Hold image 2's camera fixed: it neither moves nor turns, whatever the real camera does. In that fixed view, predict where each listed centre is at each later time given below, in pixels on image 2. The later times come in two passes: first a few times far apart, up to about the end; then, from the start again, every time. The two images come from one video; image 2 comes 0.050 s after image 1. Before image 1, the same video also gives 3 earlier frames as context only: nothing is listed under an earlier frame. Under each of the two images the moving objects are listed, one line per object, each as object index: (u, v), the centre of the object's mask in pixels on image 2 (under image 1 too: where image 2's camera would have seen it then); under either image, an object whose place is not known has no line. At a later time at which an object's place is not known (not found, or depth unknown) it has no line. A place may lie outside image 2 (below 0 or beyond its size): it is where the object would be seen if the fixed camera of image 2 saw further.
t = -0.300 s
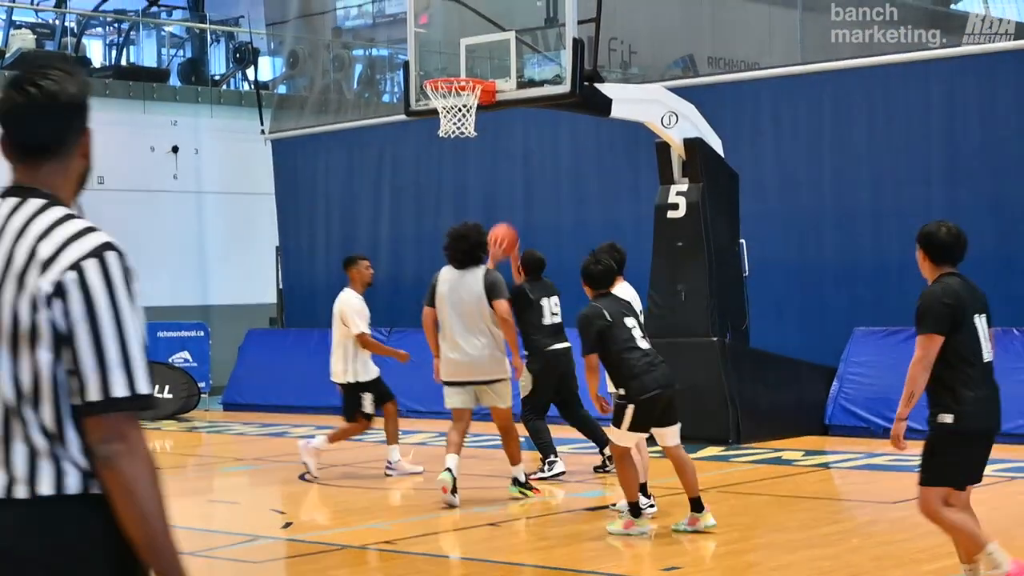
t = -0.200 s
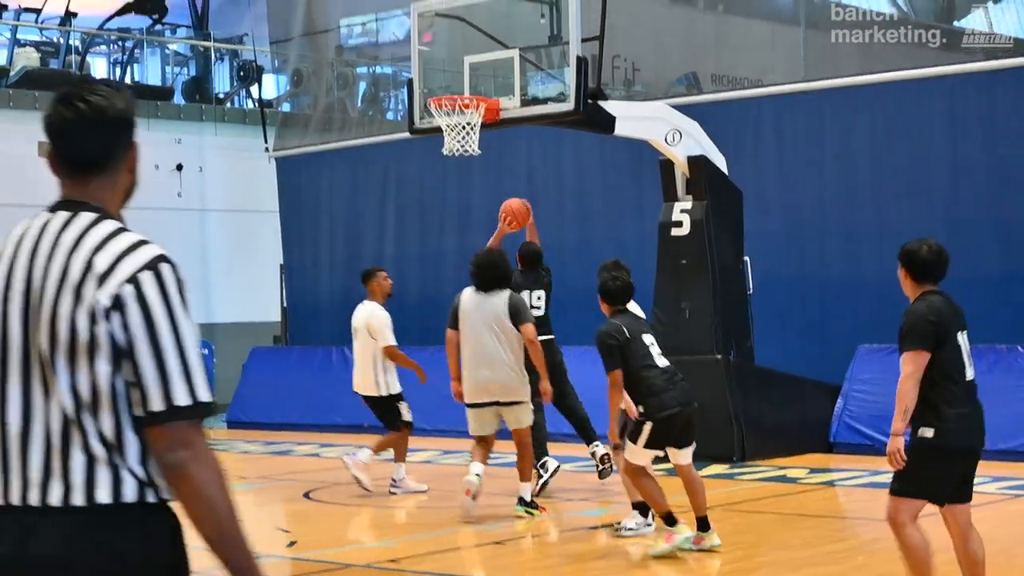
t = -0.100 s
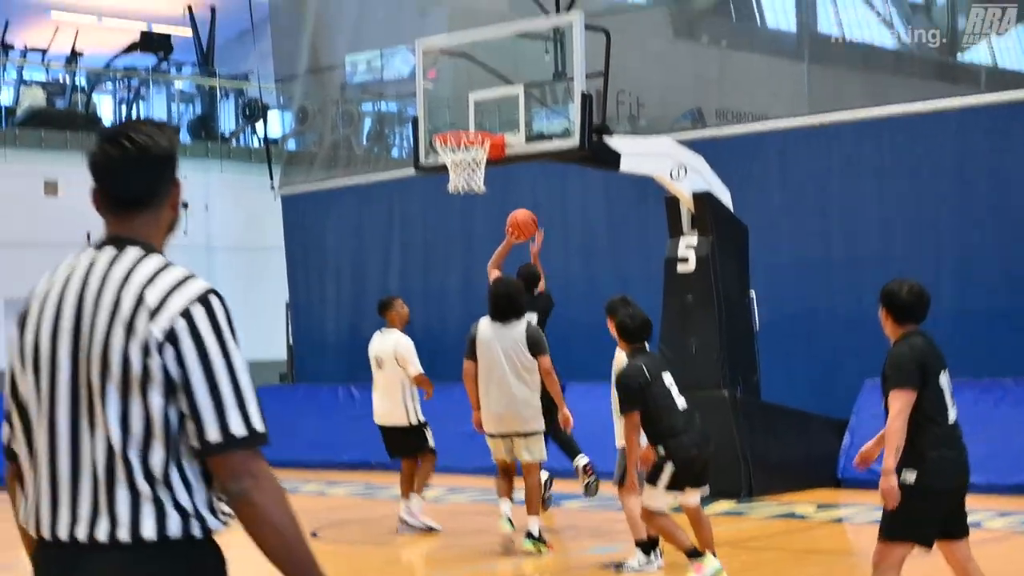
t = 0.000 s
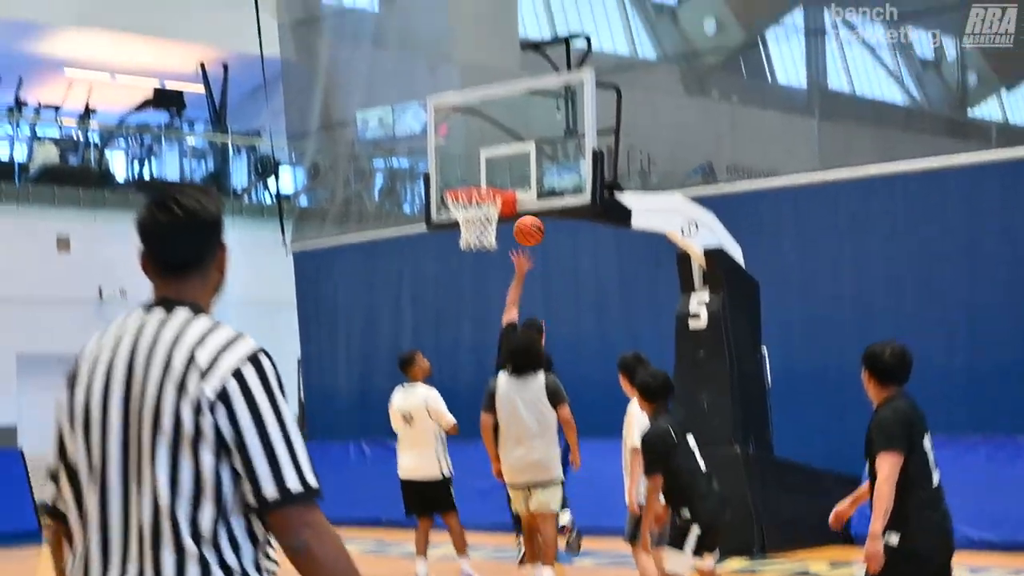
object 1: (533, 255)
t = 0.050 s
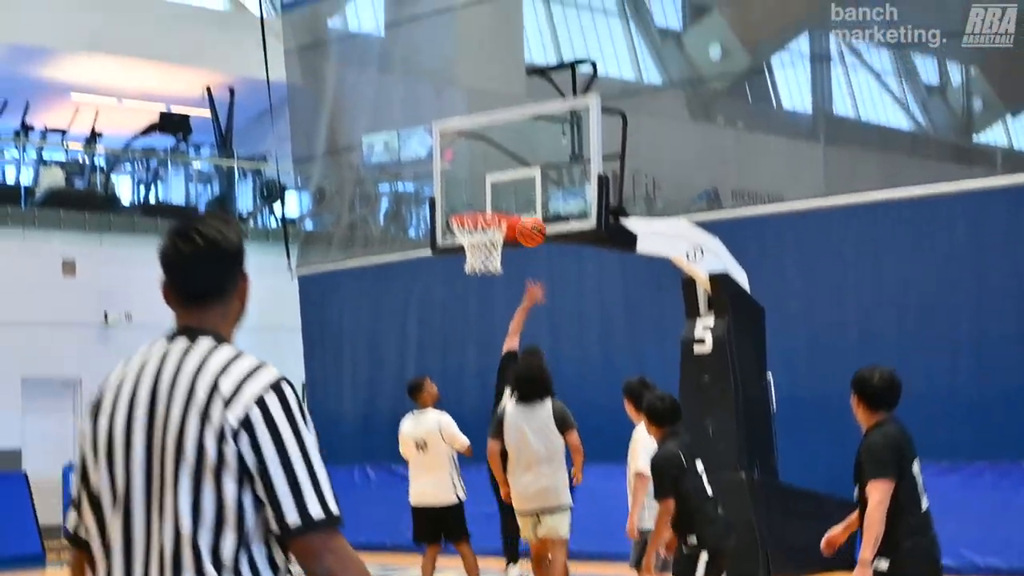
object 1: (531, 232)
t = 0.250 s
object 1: (517, 174)
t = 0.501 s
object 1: (478, 186)
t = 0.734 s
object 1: (486, 203)
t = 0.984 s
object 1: (493, 201)
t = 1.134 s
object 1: (490, 213)
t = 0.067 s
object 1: (530, 224)
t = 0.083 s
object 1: (529, 217)
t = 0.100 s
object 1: (529, 211)
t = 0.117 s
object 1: (528, 205)
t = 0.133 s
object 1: (527, 200)
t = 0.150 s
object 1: (526, 194)
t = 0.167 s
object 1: (525, 190)
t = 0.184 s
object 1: (525, 185)
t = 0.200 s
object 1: (524, 181)
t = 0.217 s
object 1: (523, 178)
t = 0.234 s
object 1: (520, 176)
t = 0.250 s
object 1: (517, 174)
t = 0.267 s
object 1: (515, 172)
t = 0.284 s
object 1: (512, 171)
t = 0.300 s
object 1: (510, 170)
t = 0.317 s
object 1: (507, 170)
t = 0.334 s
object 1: (505, 170)
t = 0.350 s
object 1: (502, 170)
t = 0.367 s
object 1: (499, 170)
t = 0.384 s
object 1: (496, 171)
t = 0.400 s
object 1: (494, 172)
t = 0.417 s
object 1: (491, 173)
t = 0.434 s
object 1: (489, 175)
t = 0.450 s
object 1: (486, 177)
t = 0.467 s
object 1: (484, 180)
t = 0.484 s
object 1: (481, 182)
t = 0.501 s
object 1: (478, 186)
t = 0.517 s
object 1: (476, 189)
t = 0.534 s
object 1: (473, 193)
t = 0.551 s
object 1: (471, 197)
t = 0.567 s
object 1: (468, 201)
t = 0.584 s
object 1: (466, 204)
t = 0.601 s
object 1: (465, 206)
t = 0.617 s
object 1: (466, 206)
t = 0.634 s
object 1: (469, 205)
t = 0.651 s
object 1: (472, 204)
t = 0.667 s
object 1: (475, 204)
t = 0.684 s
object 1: (477, 203)
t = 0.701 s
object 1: (480, 203)
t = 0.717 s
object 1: (483, 203)
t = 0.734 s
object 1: (486, 203)
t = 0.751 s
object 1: (489, 204)
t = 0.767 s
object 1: (492, 204)
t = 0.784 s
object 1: (494, 205)
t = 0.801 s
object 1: (494, 204)
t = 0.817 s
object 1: (494, 203)
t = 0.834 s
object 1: (494, 201)
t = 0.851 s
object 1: (494, 201)
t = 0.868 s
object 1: (494, 200)
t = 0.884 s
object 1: (493, 200)
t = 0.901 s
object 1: (493, 199)
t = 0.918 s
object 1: (493, 199)
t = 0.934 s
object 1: (493, 199)
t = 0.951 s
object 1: (493, 200)
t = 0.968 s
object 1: (493, 200)
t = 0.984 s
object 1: (493, 201)
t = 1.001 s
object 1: (492, 203)
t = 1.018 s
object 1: (493, 203)
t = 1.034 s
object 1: (492, 205)
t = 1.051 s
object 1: (492, 206)
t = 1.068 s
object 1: (492, 207)
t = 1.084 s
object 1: (492, 209)
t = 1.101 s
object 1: (492, 210)
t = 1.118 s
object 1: (491, 212)
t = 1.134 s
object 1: (490, 213)
